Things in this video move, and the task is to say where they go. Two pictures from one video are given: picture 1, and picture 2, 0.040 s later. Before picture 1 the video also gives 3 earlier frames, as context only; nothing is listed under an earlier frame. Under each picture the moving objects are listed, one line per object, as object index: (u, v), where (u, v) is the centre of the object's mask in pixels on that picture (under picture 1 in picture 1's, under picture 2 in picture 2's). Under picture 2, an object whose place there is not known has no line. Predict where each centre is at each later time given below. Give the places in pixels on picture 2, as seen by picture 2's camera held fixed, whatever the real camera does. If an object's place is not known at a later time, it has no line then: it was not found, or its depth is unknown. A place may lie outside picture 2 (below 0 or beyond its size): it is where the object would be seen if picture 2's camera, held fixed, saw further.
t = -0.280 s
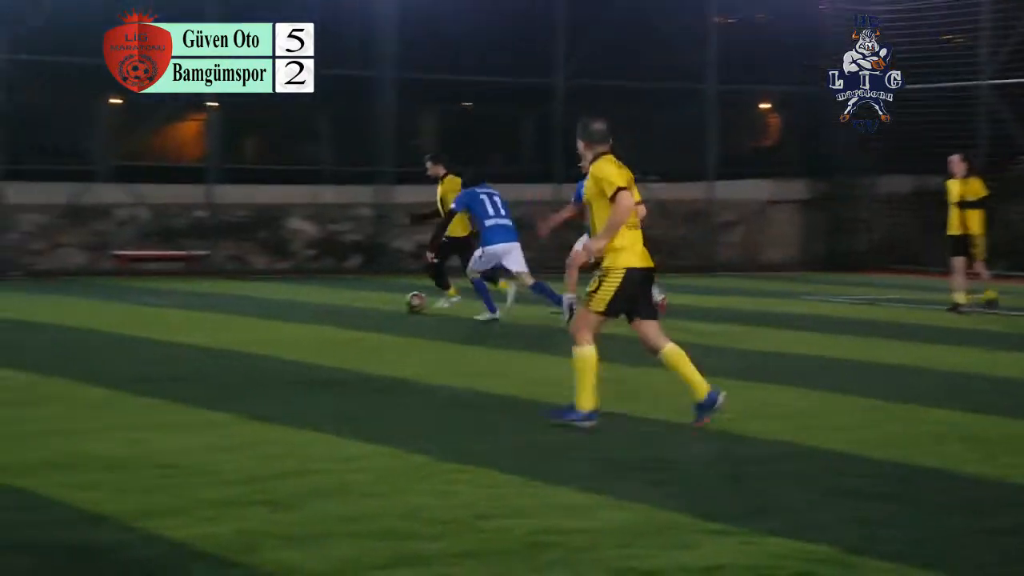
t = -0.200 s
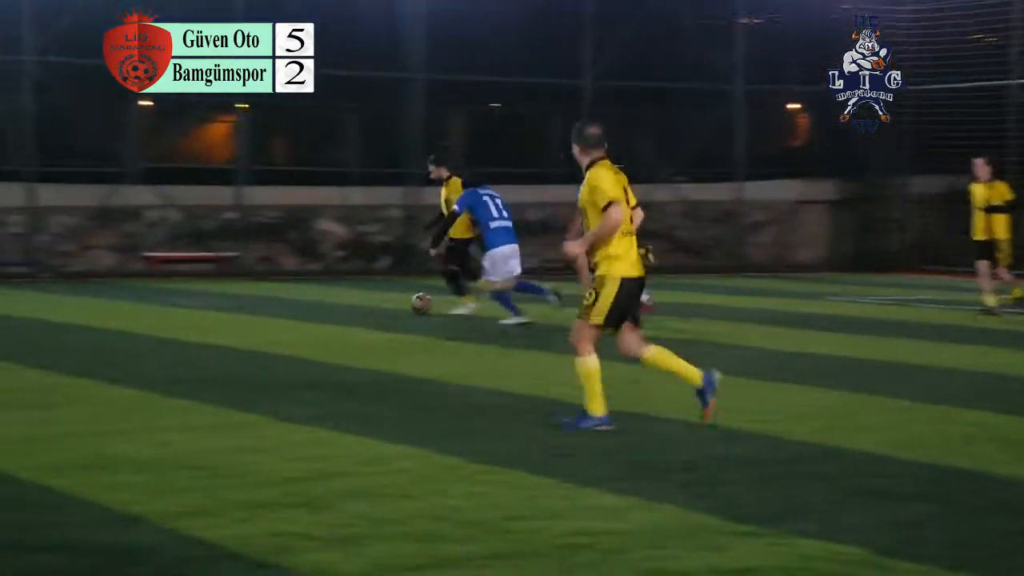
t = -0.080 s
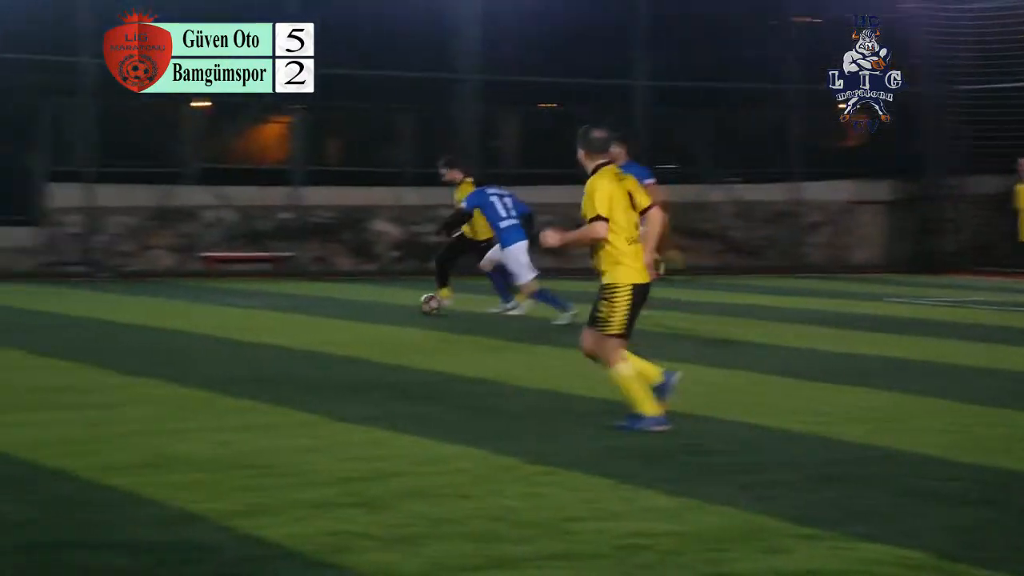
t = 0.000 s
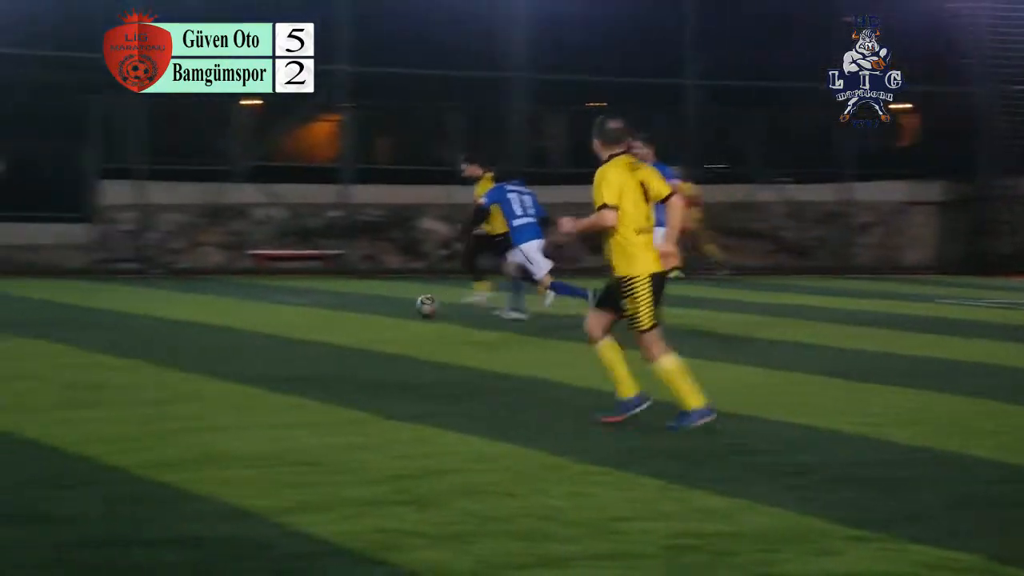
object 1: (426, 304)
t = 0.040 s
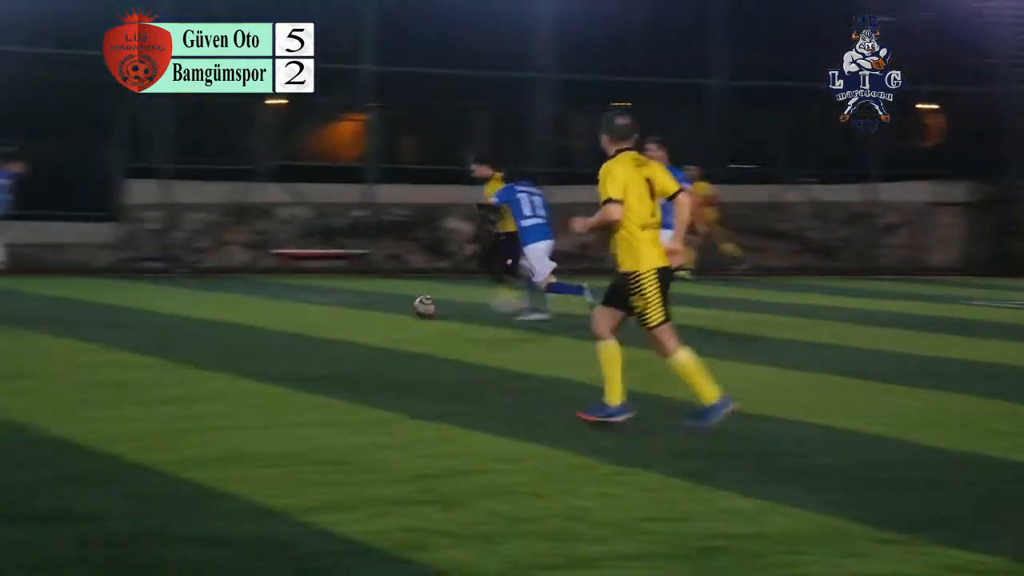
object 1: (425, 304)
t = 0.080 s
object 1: (400, 305)
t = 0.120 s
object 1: (375, 307)
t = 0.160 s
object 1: (351, 309)
